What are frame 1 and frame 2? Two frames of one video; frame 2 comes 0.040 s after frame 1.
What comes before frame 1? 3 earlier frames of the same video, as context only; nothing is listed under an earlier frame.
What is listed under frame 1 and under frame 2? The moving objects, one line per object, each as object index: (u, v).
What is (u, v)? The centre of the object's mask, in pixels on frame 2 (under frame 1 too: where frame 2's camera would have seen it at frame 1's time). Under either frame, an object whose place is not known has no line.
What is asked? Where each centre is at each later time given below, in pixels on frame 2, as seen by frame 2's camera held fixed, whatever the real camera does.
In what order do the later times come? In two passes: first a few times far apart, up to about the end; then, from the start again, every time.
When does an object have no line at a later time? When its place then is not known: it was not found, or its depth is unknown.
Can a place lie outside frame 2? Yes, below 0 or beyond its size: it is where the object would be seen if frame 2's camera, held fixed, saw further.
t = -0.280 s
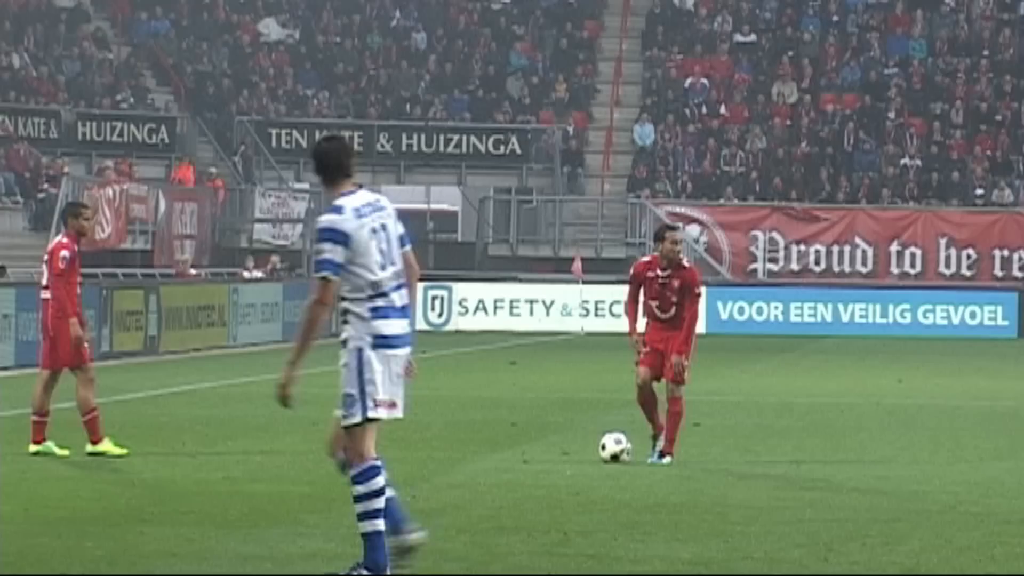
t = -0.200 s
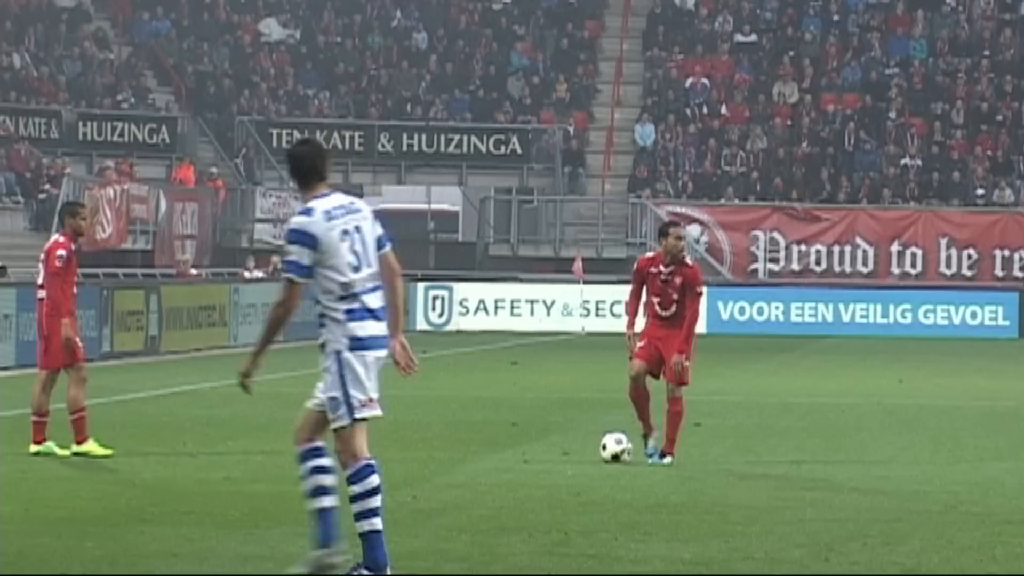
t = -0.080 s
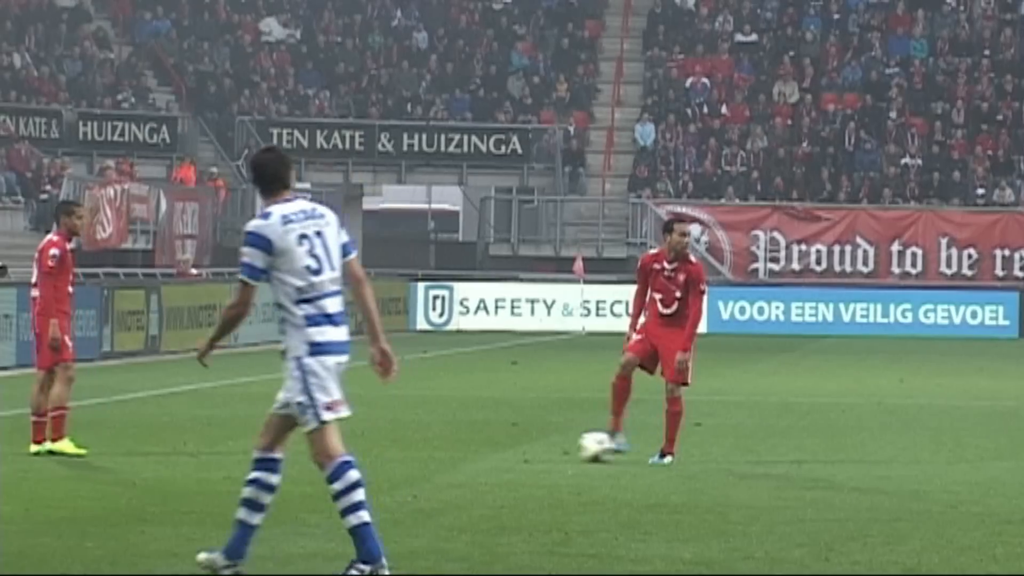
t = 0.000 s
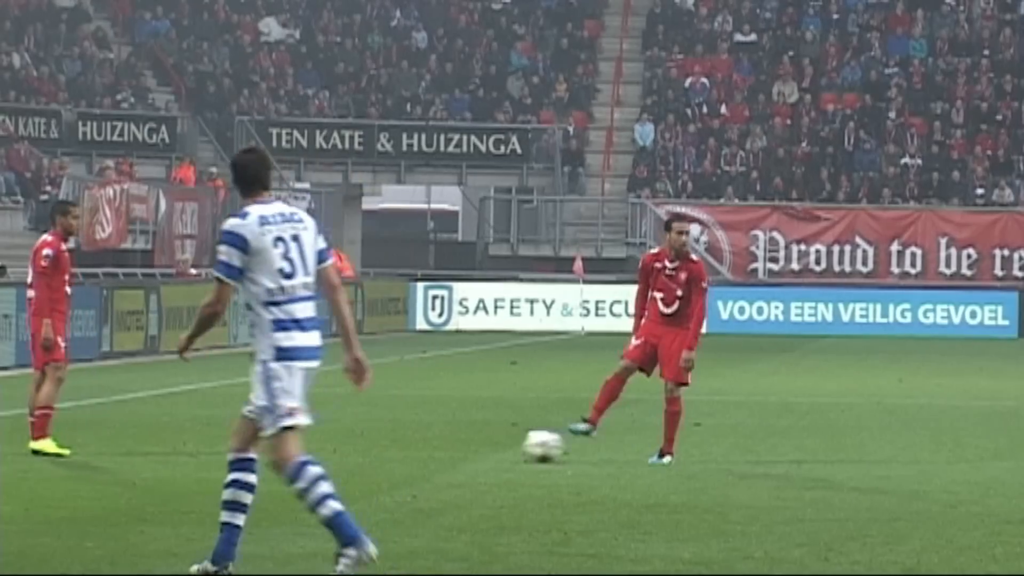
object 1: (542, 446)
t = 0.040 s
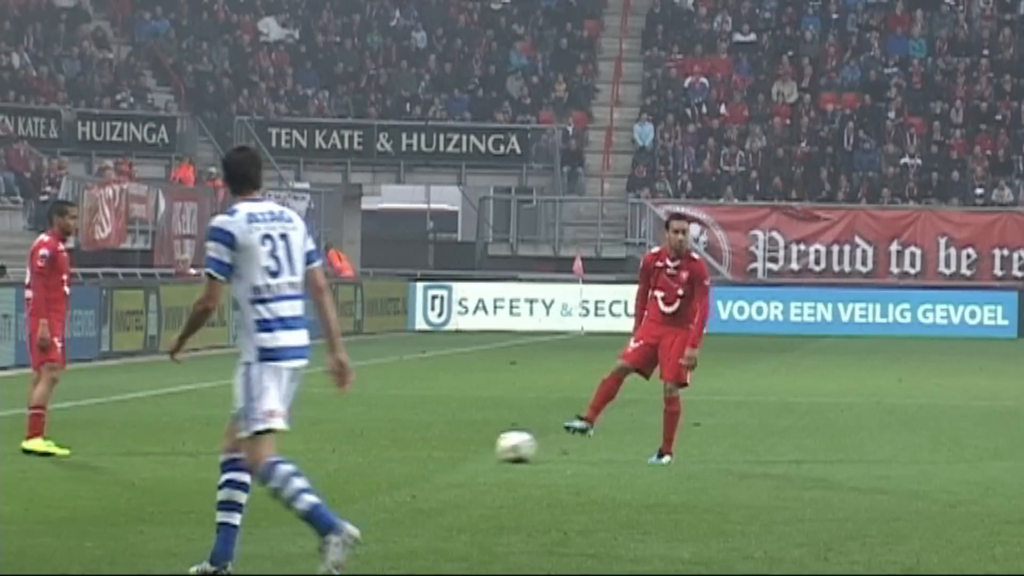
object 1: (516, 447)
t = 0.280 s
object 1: (381, 445)
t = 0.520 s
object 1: (276, 447)
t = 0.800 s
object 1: (162, 447)
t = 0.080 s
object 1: (490, 448)
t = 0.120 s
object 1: (466, 446)
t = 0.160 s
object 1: (444, 446)
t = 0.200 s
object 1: (421, 447)
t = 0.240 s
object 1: (400, 447)
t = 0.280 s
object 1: (381, 445)
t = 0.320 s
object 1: (363, 446)
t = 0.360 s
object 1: (344, 447)
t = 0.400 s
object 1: (327, 447)
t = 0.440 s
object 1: (311, 446)
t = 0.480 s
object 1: (293, 446)
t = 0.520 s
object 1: (276, 447)
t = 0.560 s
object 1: (260, 446)
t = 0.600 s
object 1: (243, 446)
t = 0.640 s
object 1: (227, 447)
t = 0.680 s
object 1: (211, 447)
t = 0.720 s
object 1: (195, 446)
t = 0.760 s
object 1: (178, 447)
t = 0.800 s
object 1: (162, 447)
